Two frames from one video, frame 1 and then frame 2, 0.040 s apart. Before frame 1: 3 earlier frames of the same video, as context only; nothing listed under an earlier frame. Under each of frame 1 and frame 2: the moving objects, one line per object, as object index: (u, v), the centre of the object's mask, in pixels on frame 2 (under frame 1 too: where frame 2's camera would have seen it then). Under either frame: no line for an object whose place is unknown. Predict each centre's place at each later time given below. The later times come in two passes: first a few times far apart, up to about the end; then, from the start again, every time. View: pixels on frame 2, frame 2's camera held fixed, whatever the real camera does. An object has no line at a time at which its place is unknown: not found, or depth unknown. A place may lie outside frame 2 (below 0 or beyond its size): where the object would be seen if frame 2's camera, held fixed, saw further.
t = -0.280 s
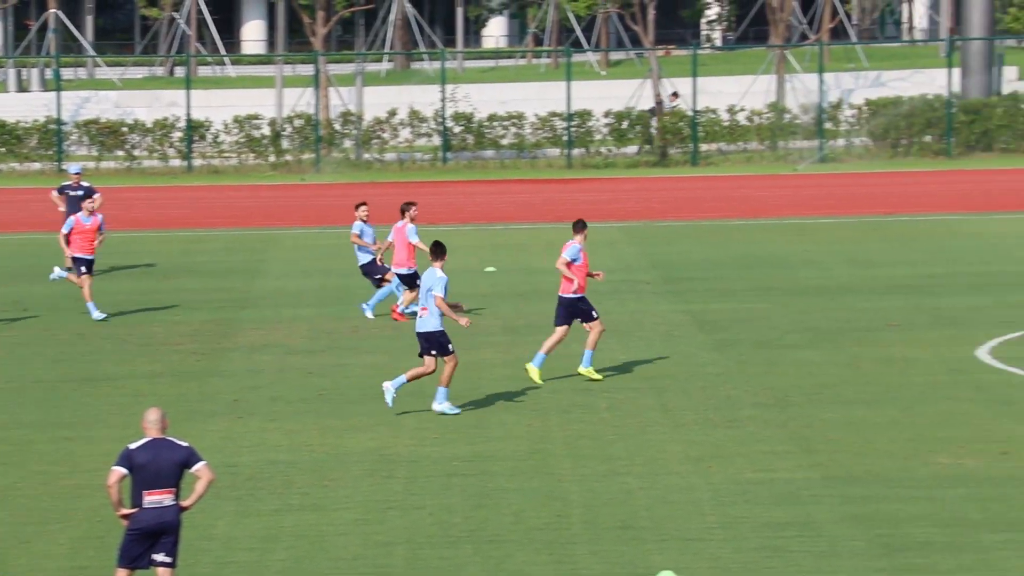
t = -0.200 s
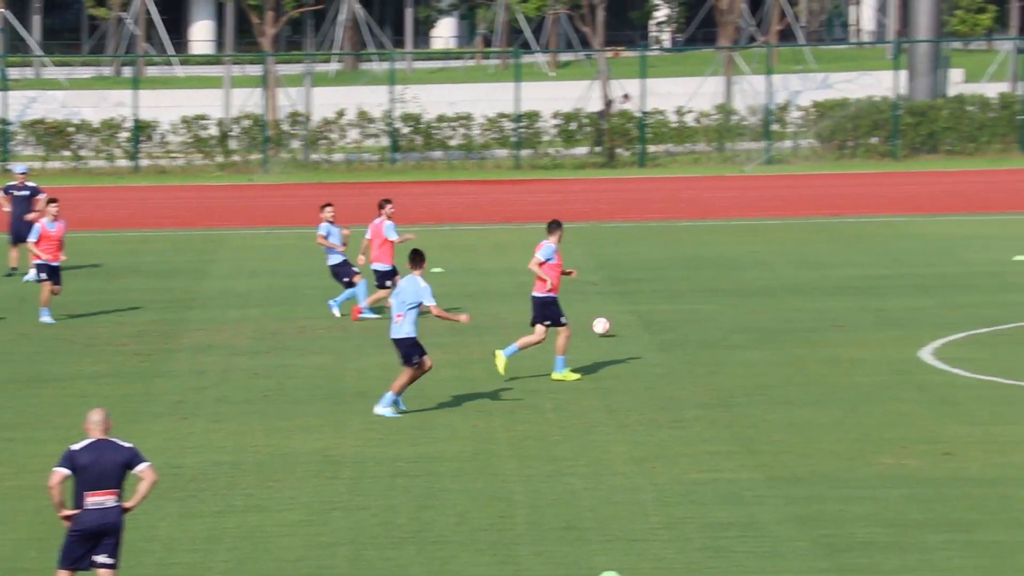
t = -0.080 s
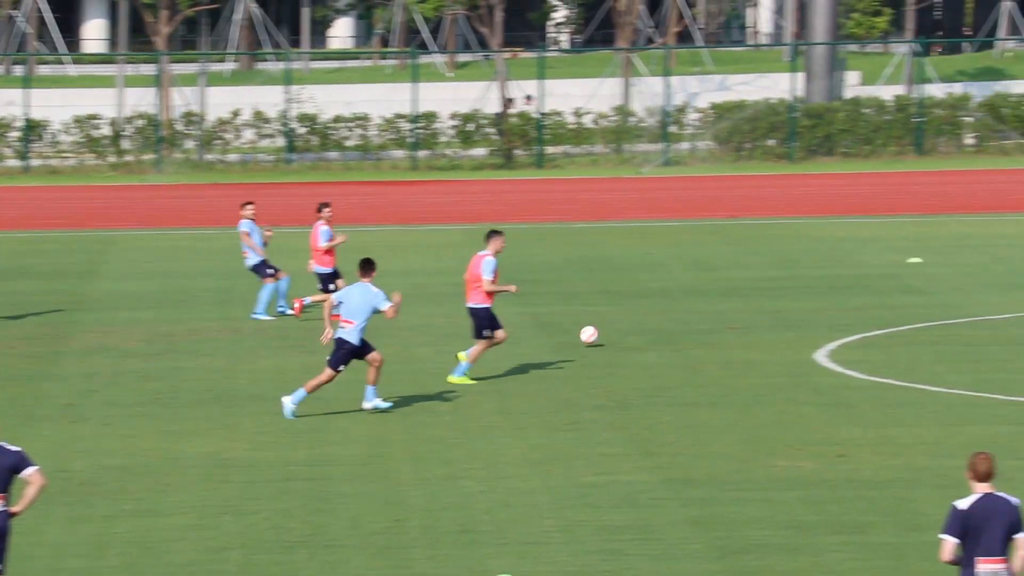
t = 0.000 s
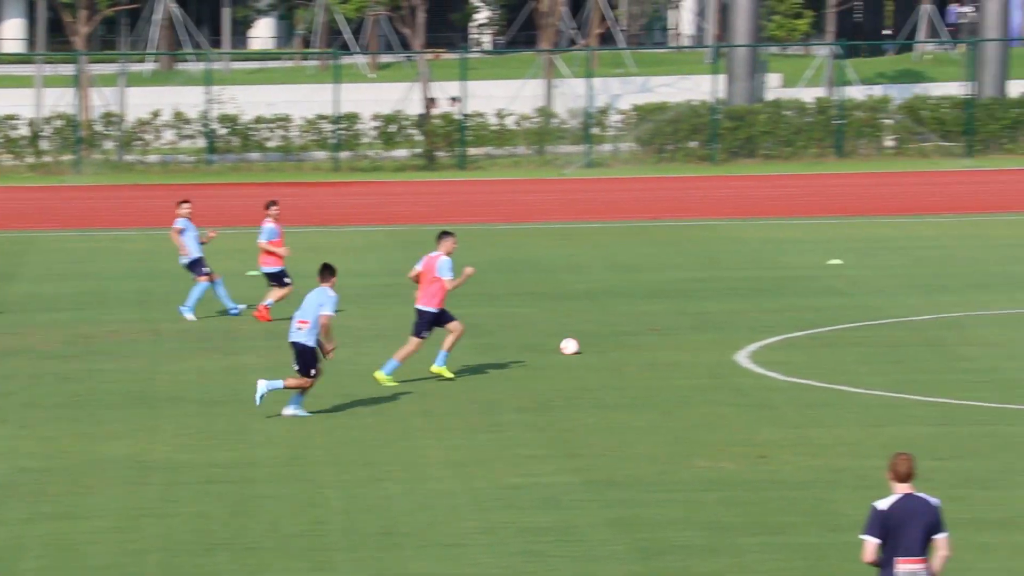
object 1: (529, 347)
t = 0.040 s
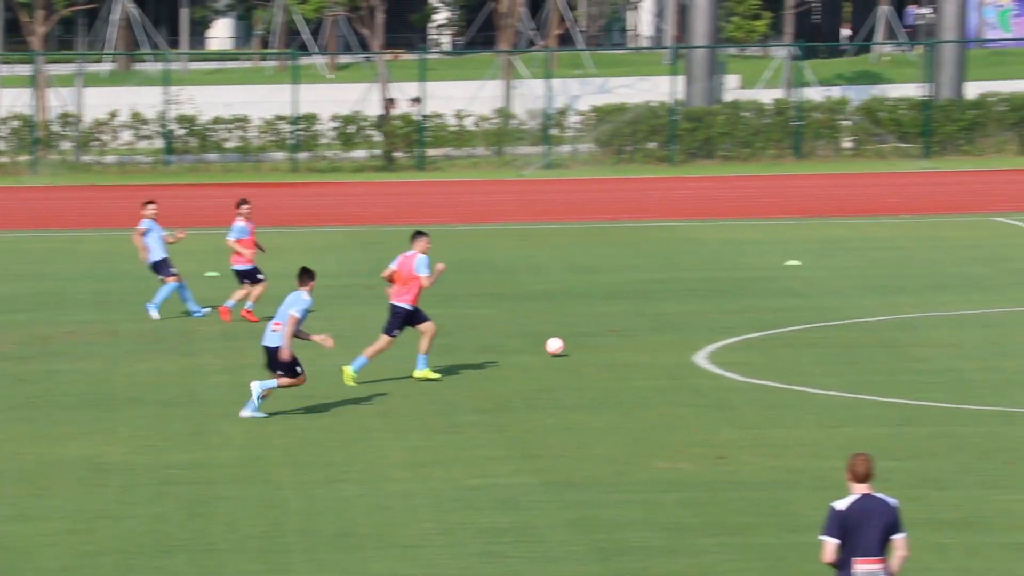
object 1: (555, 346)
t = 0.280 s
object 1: (705, 358)
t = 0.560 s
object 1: (857, 372)
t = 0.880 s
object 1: (1018, 393)
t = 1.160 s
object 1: (1163, 414)
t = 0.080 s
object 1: (580, 346)
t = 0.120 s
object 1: (606, 347)
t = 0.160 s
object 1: (632, 350)
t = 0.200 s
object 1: (657, 355)
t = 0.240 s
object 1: (682, 358)
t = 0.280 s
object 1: (705, 358)
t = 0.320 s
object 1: (729, 359)
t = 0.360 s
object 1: (751, 363)
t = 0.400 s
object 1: (774, 367)
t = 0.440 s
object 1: (794, 366)
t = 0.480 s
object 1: (816, 366)
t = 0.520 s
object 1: (836, 368)
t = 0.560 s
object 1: (857, 372)
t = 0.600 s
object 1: (878, 376)
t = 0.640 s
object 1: (898, 380)
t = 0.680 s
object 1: (918, 379)
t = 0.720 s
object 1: (938, 380)
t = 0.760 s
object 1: (958, 383)
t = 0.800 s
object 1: (977, 387)
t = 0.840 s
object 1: (997, 393)
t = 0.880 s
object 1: (1018, 393)
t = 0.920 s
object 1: (1039, 394)
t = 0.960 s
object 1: (1059, 396)
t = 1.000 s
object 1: (1081, 400)
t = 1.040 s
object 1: (1102, 406)
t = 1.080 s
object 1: (1122, 409)
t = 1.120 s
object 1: (1142, 411)
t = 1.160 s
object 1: (1163, 414)
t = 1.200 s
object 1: (1183, 420)
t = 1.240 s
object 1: (1204, 425)
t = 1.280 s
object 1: (1224, 427)
